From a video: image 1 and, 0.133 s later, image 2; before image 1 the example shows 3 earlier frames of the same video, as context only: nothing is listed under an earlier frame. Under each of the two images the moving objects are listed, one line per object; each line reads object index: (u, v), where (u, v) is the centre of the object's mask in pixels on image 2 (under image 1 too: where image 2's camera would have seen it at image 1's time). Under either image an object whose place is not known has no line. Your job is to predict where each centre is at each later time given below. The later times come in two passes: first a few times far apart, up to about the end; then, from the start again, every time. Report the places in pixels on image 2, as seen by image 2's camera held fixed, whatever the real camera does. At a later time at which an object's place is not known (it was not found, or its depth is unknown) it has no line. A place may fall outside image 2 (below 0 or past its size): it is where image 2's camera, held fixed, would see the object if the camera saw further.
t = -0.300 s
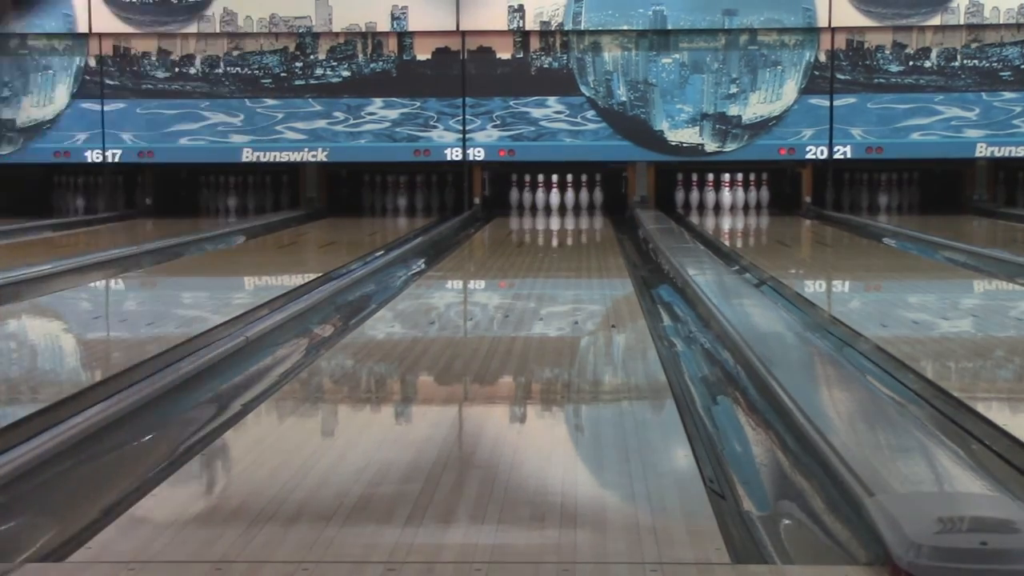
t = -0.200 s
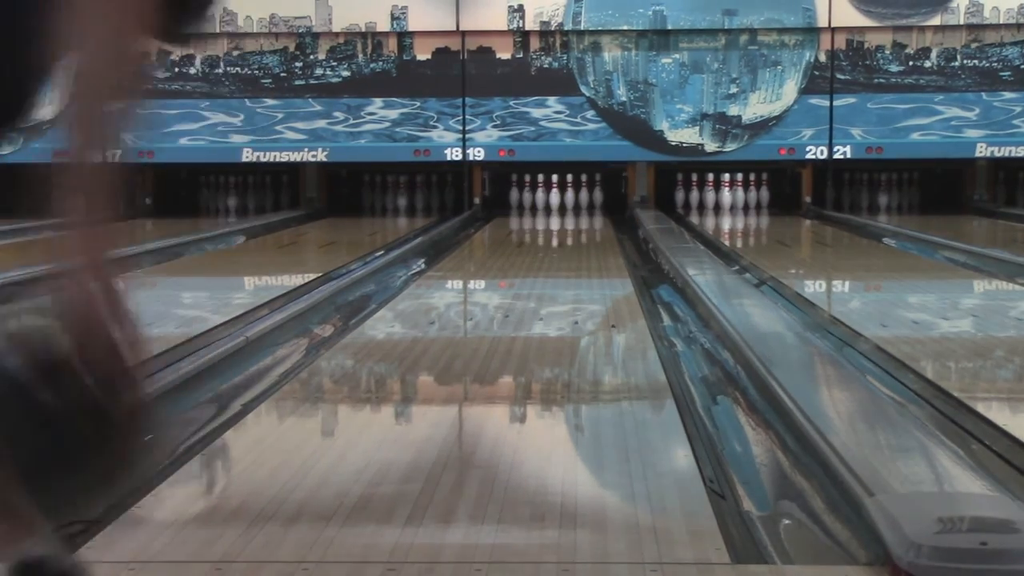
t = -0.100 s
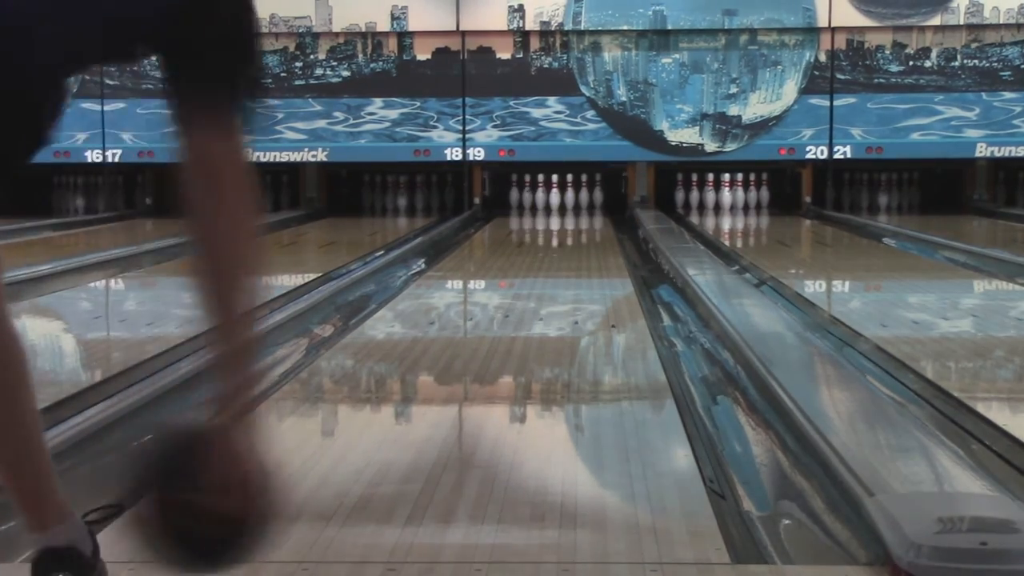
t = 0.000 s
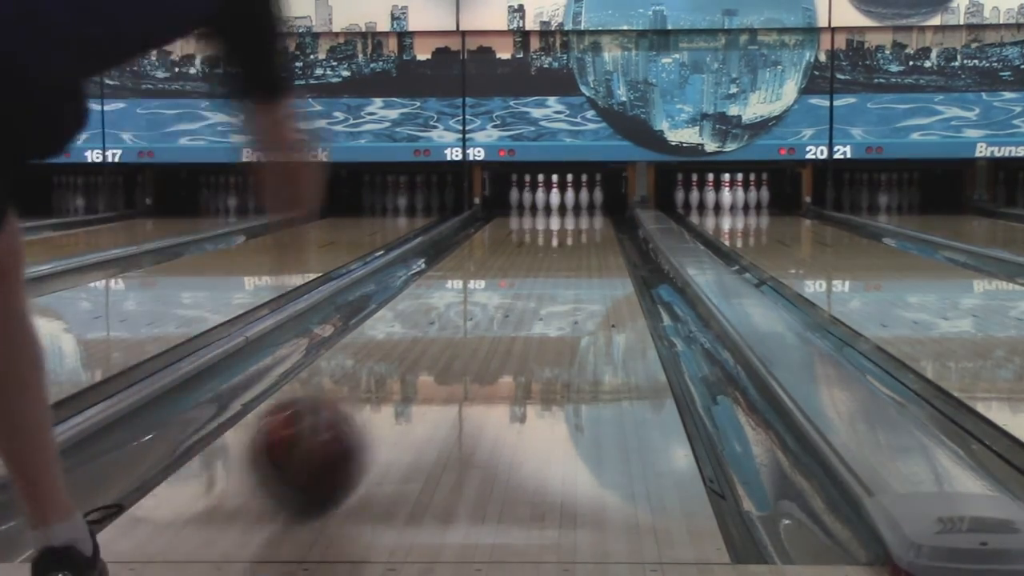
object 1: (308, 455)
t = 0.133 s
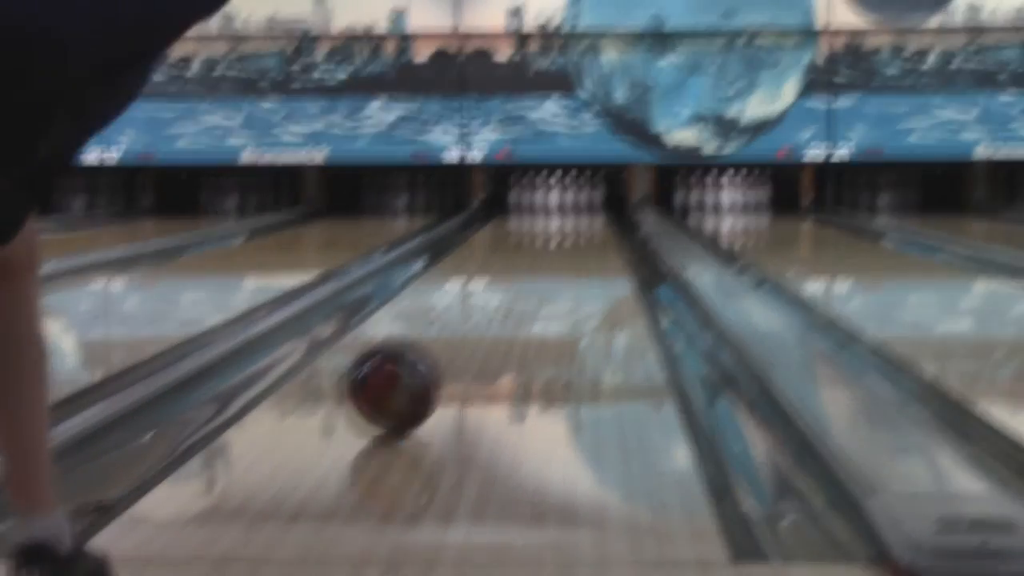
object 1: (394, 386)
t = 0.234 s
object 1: (435, 356)
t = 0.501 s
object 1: (504, 300)
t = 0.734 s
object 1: (539, 271)
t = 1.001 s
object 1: (564, 250)
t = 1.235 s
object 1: (577, 236)
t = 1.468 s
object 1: (589, 226)
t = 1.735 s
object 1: (594, 217)
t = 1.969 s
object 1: (591, 212)
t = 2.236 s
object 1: (576, 206)
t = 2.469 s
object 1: (563, 204)
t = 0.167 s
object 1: (407, 376)
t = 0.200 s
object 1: (421, 365)
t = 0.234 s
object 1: (435, 356)
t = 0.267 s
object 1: (447, 345)
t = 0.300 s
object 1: (457, 337)
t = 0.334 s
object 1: (465, 330)
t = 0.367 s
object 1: (474, 324)
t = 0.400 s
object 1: (483, 317)
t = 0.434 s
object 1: (491, 311)
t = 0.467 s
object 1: (498, 305)
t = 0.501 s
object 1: (504, 300)
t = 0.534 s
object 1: (510, 296)
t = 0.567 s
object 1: (516, 291)
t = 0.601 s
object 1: (521, 286)
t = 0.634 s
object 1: (526, 283)
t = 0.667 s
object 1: (531, 278)
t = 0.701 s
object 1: (534, 275)
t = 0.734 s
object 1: (539, 271)
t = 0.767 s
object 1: (543, 268)
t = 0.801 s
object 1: (546, 266)
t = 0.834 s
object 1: (549, 263)
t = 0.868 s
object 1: (551, 260)
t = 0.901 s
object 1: (556, 256)
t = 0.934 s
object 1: (559, 255)
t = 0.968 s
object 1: (561, 253)
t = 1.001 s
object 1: (564, 250)
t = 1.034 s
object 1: (565, 248)
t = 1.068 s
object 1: (569, 246)
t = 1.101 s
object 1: (571, 244)
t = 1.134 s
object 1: (573, 242)
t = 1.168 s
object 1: (575, 240)
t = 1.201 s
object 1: (574, 235)
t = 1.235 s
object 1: (577, 236)
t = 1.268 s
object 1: (580, 235)
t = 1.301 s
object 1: (581, 234)
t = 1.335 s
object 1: (583, 232)
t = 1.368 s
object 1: (584, 231)
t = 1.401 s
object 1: (586, 229)
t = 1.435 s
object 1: (588, 227)
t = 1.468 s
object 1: (589, 226)
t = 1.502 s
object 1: (590, 224)
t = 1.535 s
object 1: (590, 224)
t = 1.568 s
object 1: (591, 223)
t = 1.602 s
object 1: (592, 222)
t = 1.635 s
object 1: (592, 220)
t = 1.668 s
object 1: (593, 220)
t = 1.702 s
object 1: (594, 218)
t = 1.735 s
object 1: (594, 217)
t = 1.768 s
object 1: (593, 217)
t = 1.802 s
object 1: (593, 215)
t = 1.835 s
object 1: (593, 215)
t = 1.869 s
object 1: (593, 214)
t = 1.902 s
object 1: (592, 213)
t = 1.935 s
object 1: (591, 213)
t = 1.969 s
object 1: (591, 212)
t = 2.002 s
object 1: (589, 212)
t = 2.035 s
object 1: (588, 210)
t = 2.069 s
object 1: (587, 210)
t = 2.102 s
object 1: (584, 209)
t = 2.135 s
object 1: (582, 208)
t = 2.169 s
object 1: (581, 207)
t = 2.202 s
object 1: (579, 207)
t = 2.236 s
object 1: (576, 206)
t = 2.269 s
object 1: (573, 206)
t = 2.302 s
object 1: (572, 205)
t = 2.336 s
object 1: (571, 205)
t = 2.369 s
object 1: (569, 206)
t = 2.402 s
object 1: (568, 205)
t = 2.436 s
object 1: (567, 205)
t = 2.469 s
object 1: (563, 204)
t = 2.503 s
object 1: (562, 204)
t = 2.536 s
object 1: (563, 204)
